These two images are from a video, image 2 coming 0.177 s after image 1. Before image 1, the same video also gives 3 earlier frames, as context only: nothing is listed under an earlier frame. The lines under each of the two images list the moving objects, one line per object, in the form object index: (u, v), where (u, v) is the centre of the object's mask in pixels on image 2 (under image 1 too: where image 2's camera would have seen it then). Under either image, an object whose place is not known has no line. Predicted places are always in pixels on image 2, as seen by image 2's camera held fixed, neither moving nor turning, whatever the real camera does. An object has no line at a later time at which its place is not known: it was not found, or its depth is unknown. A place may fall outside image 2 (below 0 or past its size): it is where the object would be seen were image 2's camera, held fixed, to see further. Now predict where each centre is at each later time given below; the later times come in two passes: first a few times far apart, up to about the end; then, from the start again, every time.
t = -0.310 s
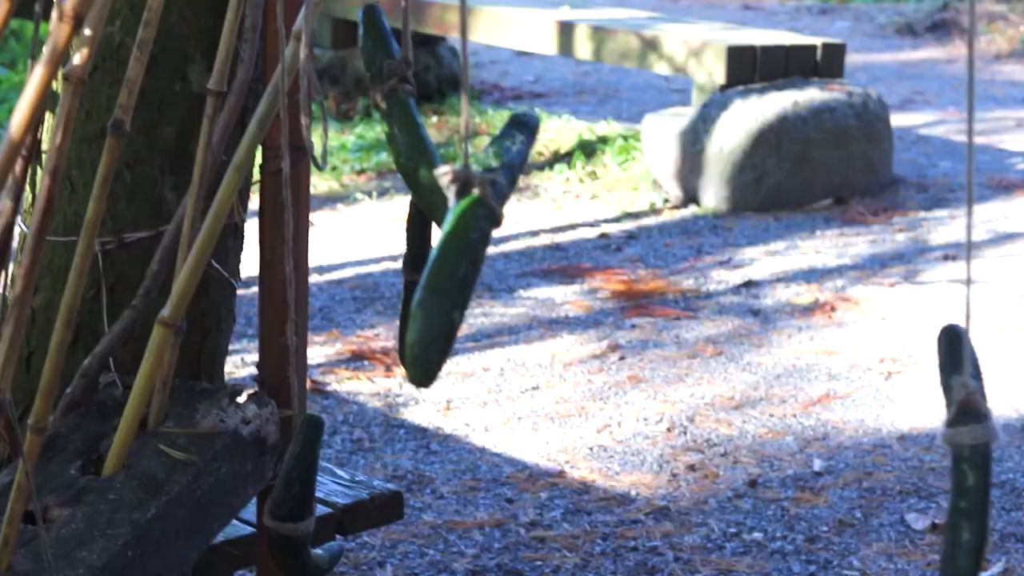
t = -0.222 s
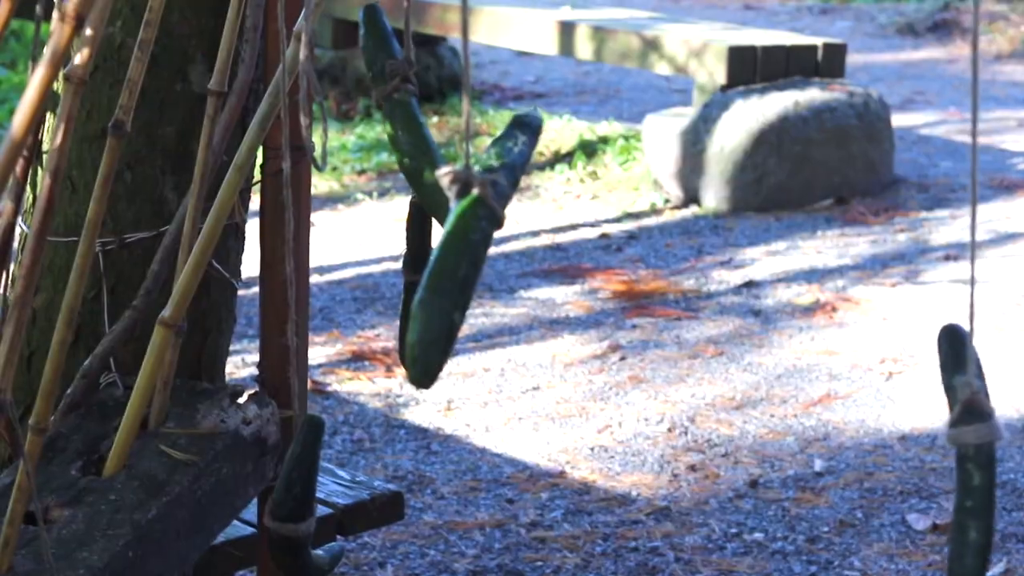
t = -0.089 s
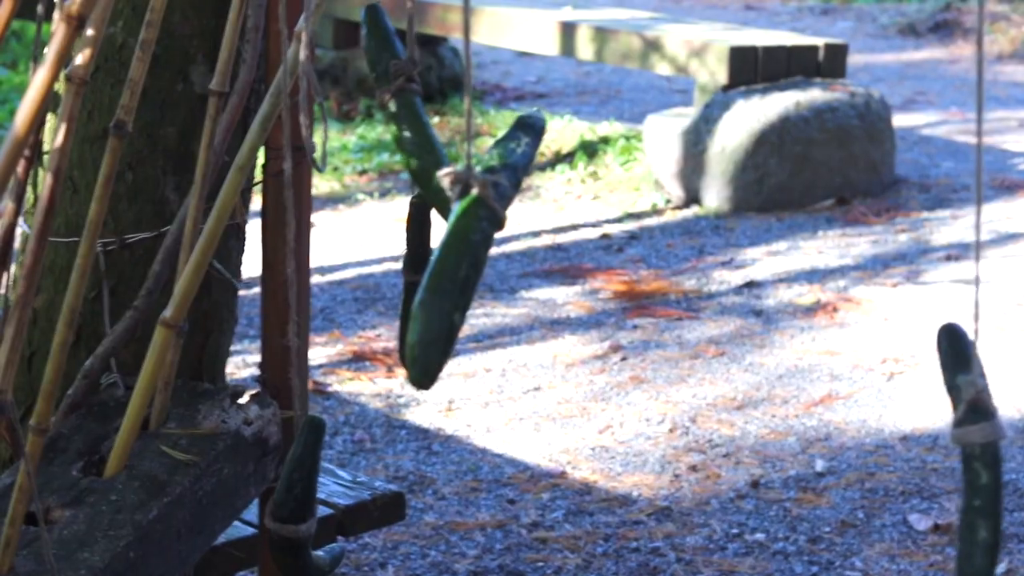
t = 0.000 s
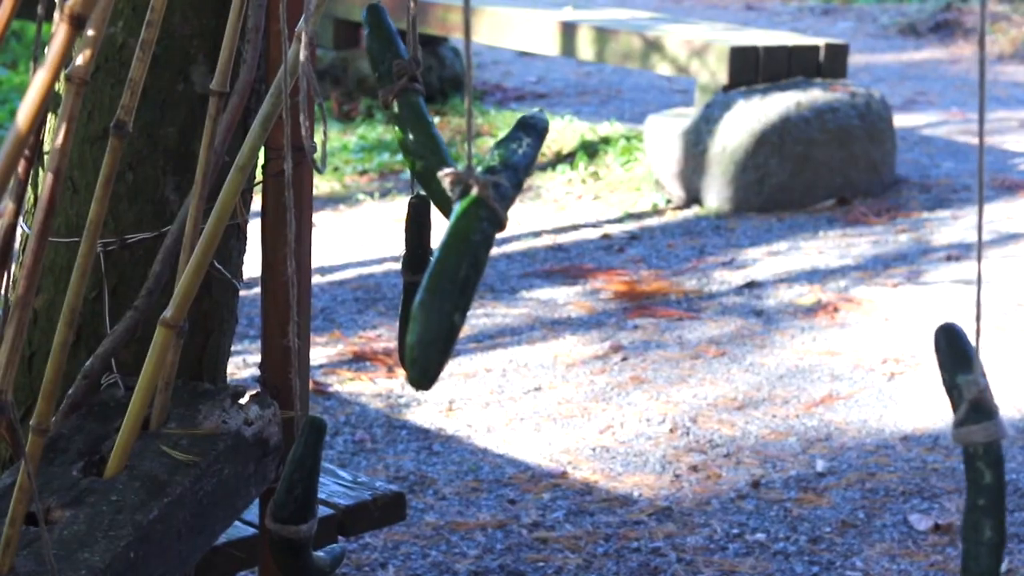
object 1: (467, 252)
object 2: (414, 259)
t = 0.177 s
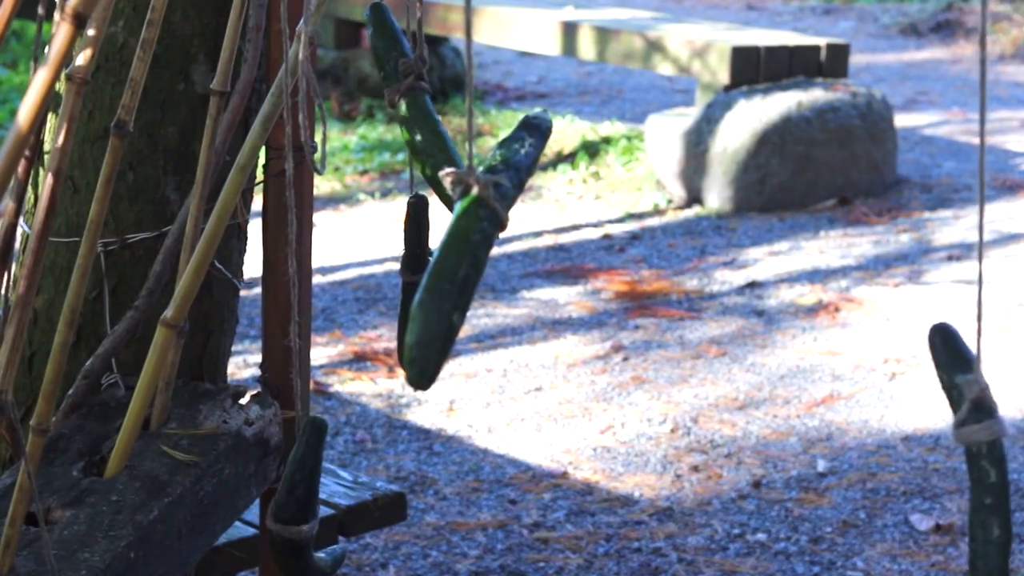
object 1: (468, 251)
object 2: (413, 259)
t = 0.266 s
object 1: (468, 251)
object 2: (412, 259)
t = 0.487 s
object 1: (467, 250)
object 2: (410, 258)
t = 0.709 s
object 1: (467, 249)
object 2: (411, 253)
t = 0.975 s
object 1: (468, 247)
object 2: (414, 247)
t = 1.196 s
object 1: (468, 246)
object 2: (417, 241)
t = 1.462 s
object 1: (470, 245)
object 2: (421, 234)
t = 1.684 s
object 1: (469, 245)
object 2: (422, 231)
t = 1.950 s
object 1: (468, 245)
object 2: (420, 230)
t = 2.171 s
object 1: (466, 245)
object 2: (417, 231)
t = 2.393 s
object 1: (466, 245)
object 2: (415, 233)
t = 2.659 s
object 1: (467, 244)
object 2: (413, 234)
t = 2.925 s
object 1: (468, 244)
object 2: (413, 235)
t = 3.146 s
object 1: (471, 243)
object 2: (415, 236)
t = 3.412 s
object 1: (471, 244)
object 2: (418, 234)
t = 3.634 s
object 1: (471, 244)
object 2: (420, 232)
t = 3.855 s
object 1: (468, 246)
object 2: (421, 231)
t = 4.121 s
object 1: (468, 247)
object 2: (421, 228)
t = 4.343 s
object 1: (466, 246)
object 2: (419, 228)
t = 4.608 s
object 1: (467, 245)
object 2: (417, 230)
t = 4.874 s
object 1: (468, 245)
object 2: (415, 235)
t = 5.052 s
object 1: (469, 245)
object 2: (415, 237)
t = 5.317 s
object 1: (470, 245)
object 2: (415, 242)
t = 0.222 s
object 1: (468, 251)
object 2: (412, 259)
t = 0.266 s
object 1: (468, 251)
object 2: (412, 259)
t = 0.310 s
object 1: (468, 251)
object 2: (411, 258)
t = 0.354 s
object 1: (468, 250)
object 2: (411, 259)
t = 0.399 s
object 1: (467, 251)
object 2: (410, 258)
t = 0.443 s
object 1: (467, 250)
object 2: (410, 258)
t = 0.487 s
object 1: (467, 250)
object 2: (410, 258)
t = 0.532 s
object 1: (467, 250)
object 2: (410, 257)
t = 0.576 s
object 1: (467, 249)
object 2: (410, 256)
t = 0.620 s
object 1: (467, 249)
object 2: (410, 255)
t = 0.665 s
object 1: (467, 249)
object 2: (411, 253)
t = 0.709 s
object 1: (467, 249)
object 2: (411, 253)
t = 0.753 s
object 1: (467, 249)
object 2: (411, 252)
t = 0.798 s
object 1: (467, 249)
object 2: (411, 251)
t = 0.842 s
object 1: (467, 248)
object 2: (412, 250)
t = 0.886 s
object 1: (467, 247)
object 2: (413, 248)
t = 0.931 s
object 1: (468, 247)
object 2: (413, 247)
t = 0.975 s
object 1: (468, 247)
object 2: (414, 247)
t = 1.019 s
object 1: (468, 246)
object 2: (414, 245)
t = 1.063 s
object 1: (468, 246)
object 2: (415, 243)
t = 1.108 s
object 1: (468, 246)
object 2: (416, 243)
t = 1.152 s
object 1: (468, 246)
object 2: (416, 241)
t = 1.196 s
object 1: (468, 246)
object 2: (417, 241)
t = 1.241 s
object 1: (469, 245)
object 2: (418, 238)
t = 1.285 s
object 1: (469, 245)
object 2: (419, 237)
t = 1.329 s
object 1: (469, 245)
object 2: (419, 237)
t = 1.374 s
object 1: (469, 245)
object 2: (420, 235)
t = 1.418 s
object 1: (470, 245)
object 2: (420, 235)
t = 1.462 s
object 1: (470, 245)
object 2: (421, 234)
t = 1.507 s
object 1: (469, 245)
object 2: (421, 233)
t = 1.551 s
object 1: (469, 245)
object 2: (421, 232)
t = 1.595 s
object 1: (469, 245)
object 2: (421, 232)
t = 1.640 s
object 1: (469, 245)
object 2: (422, 231)
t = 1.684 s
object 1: (469, 245)
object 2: (422, 231)
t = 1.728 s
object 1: (469, 245)
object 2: (422, 231)
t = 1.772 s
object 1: (468, 245)
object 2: (421, 230)
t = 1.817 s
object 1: (468, 245)
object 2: (421, 230)
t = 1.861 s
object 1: (468, 245)
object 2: (421, 230)
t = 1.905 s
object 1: (468, 245)
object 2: (421, 230)
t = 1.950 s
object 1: (468, 245)
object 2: (420, 230)
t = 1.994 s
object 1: (467, 245)
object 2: (420, 230)
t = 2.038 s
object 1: (467, 245)
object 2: (419, 231)
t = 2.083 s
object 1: (467, 246)
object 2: (419, 231)
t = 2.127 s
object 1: (467, 245)
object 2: (418, 231)
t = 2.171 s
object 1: (466, 245)
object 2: (417, 231)
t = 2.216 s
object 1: (466, 245)
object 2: (417, 231)
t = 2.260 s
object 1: (466, 245)
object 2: (416, 231)
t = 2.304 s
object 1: (466, 246)
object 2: (416, 232)
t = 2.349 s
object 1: (466, 245)
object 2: (416, 232)
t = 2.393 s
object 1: (466, 245)
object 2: (415, 233)
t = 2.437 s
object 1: (466, 245)
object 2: (415, 233)
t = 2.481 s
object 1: (466, 245)
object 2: (414, 233)
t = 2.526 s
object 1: (466, 245)
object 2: (414, 233)
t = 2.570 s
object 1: (466, 245)
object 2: (414, 233)
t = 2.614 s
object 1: (466, 244)
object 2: (413, 234)
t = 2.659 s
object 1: (467, 244)
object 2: (413, 234)
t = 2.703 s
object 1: (467, 244)
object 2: (413, 234)
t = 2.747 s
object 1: (467, 244)
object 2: (413, 234)
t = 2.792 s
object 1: (467, 244)
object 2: (413, 235)
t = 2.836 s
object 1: (467, 244)
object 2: (413, 235)
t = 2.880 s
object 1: (467, 245)
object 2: (413, 236)
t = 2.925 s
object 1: (468, 244)
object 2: (413, 235)
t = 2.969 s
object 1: (469, 243)
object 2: (413, 236)
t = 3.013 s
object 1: (470, 243)
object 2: (414, 236)
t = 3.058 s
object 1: (470, 243)
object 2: (414, 236)
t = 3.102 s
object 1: (471, 243)
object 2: (415, 236)
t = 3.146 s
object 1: (471, 243)
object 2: (415, 236)
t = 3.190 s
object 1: (471, 243)
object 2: (416, 236)
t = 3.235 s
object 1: (472, 243)
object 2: (416, 236)
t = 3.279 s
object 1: (471, 243)
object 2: (416, 236)
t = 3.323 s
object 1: (472, 243)
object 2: (417, 235)
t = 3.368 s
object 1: (471, 243)
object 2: (417, 235)
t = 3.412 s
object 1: (471, 244)
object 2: (418, 234)
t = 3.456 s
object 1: (471, 244)
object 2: (418, 234)
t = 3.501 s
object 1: (472, 244)
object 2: (419, 233)
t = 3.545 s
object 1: (472, 244)
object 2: (419, 232)
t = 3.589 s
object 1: (471, 244)
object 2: (420, 232)
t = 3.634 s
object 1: (471, 244)
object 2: (420, 232)
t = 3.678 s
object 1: (471, 245)
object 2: (421, 232)
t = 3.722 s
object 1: (471, 245)
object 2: (421, 231)
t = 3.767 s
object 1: (470, 245)
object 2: (421, 231)
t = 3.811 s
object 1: (470, 246)
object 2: (421, 231)
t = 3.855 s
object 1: (468, 246)
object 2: (421, 231)
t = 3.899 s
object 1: (470, 246)
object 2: (422, 230)
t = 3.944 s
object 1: (469, 246)
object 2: (421, 229)
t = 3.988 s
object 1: (468, 246)
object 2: (421, 229)
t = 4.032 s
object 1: (468, 247)
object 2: (421, 229)
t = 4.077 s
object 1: (467, 247)
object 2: (421, 229)
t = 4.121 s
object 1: (468, 247)
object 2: (421, 228)
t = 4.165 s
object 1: (466, 247)
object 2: (421, 227)
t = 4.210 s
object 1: (467, 247)
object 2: (421, 228)
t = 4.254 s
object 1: (467, 246)
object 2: (420, 228)
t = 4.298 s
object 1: (467, 246)
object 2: (420, 228)
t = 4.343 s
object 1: (466, 246)
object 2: (419, 228)
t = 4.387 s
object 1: (466, 246)
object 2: (419, 229)
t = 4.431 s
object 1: (466, 248)
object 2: (418, 229)
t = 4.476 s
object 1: (466, 248)
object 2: (418, 229)
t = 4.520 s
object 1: (467, 245)
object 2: (417, 230)
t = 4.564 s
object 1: (466, 247)
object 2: (417, 230)
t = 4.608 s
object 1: (467, 245)
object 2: (417, 230)
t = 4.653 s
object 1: (467, 245)
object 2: (416, 231)
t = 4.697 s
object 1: (467, 245)
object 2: (416, 232)
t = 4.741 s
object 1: (467, 245)
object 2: (415, 233)
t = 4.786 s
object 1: (467, 245)
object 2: (415, 233)
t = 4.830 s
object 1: (468, 245)
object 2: (415, 234)
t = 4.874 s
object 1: (468, 245)
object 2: (415, 235)
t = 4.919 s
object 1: (469, 245)
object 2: (415, 235)
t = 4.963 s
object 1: (469, 245)
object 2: (415, 236)
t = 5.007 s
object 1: (469, 245)
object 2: (415, 236)
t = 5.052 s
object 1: (469, 245)
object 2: (415, 237)
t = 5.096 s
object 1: (469, 245)
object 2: (415, 238)
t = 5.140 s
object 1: (469, 245)
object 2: (415, 238)
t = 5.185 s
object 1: (469, 245)
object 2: (415, 239)
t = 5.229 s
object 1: (469, 245)
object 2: (414, 240)
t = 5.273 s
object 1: (470, 245)
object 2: (415, 241)
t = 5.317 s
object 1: (470, 245)
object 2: (415, 242)
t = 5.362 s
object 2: (415, 244)
